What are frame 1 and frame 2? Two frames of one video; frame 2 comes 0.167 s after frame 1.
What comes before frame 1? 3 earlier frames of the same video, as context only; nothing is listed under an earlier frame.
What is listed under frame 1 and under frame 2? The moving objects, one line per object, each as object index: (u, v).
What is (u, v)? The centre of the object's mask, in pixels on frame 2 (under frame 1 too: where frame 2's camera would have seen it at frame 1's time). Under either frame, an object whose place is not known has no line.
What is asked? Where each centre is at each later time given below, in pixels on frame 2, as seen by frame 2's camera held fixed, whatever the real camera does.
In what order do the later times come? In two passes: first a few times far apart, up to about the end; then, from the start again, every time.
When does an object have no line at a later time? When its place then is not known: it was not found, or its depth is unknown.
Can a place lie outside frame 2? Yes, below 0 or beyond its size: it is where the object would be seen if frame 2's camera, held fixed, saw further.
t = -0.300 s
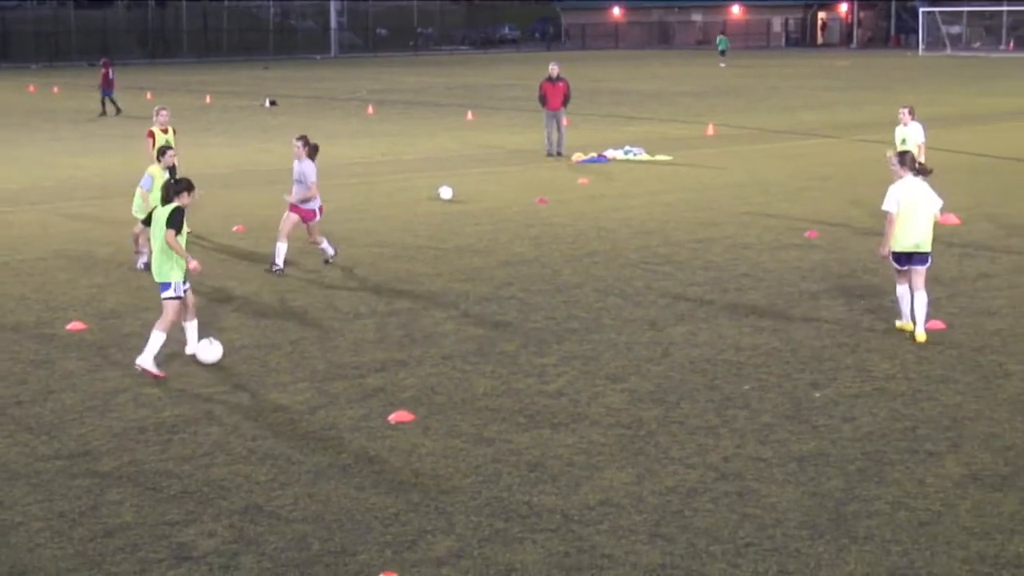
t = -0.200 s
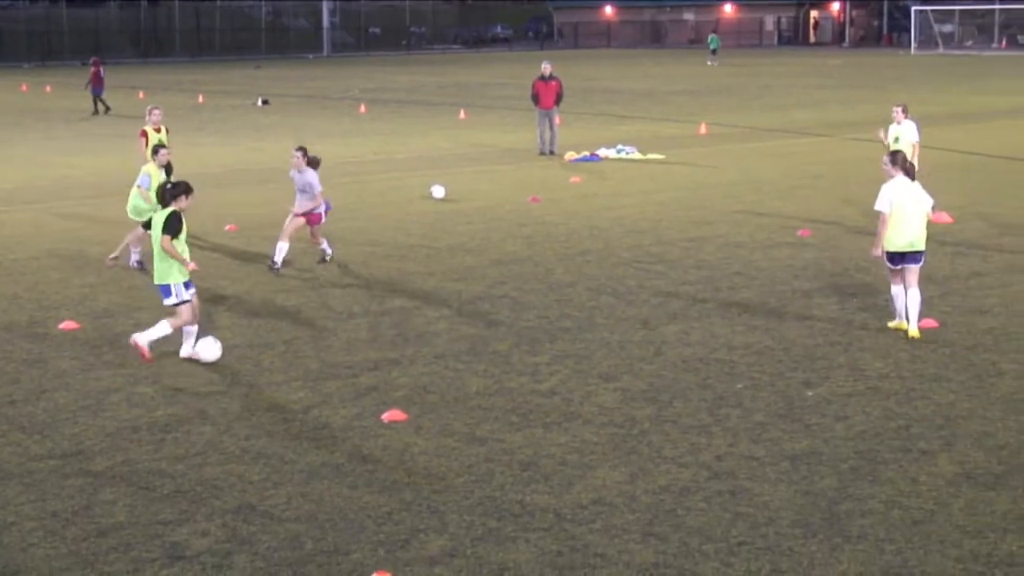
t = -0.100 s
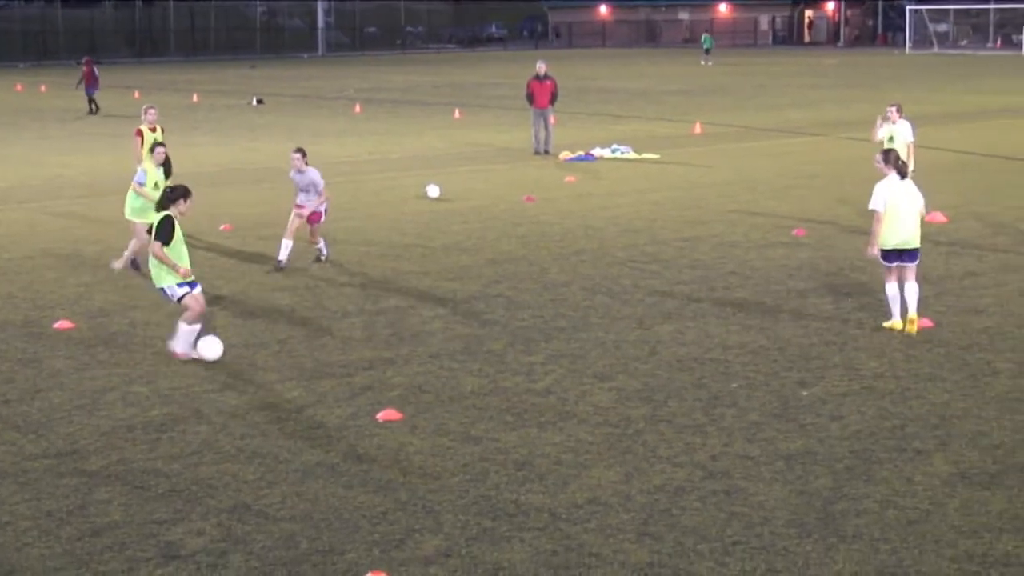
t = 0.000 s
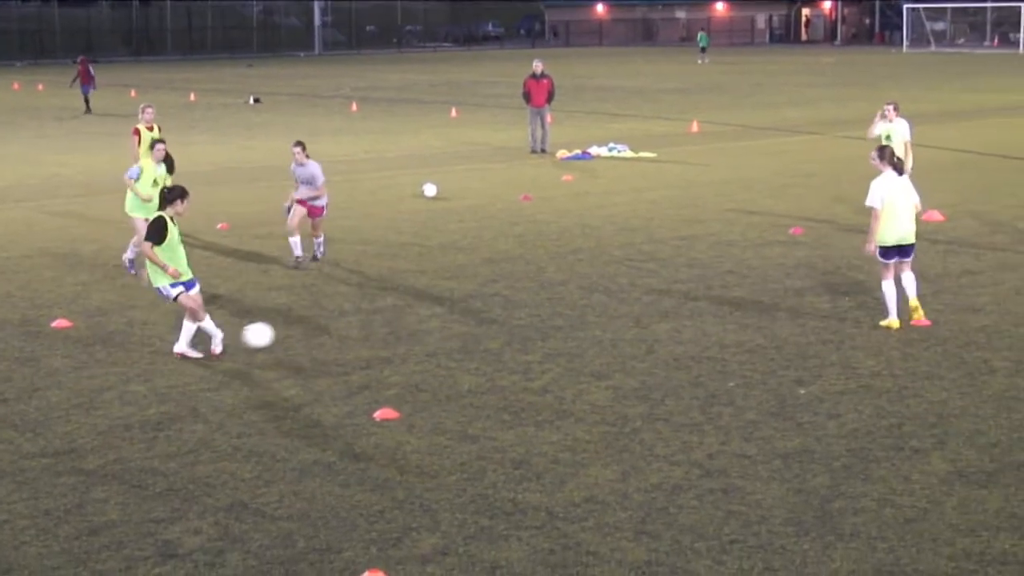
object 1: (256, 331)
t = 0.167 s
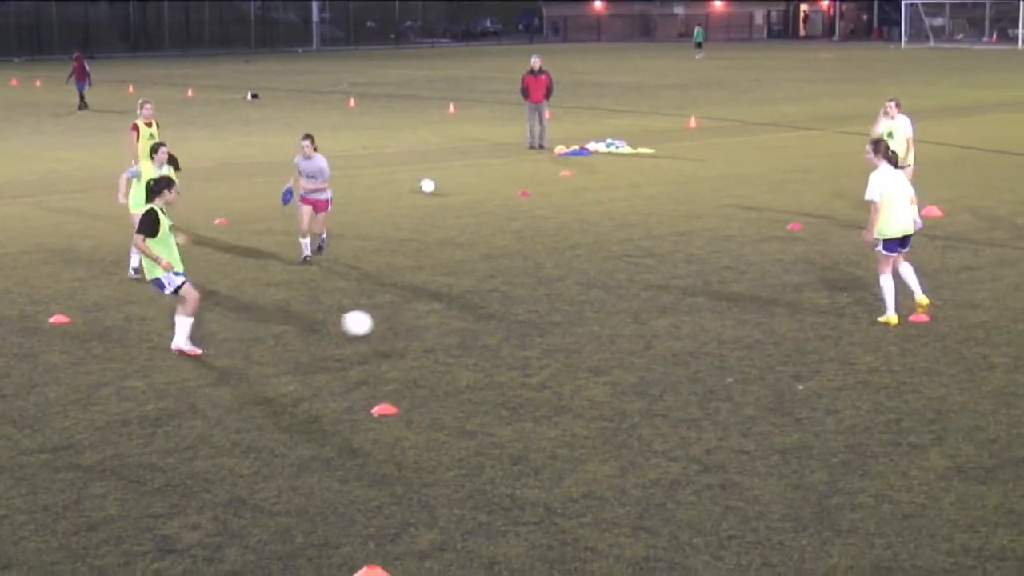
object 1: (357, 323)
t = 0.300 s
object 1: (425, 319)
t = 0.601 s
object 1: (547, 312)
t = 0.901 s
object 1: (662, 306)
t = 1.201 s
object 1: (768, 299)
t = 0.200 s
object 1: (377, 325)
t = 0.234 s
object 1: (396, 328)
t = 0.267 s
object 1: (411, 324)
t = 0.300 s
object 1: (425, 319)
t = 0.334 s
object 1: (438, 316)
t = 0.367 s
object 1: (452, 313)
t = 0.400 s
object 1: (466, 313)
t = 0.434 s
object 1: (480, 314)
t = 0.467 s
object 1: (493, 315)
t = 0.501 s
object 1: (506, 318)
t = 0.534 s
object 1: (520, 318)
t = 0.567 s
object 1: (534, 314)
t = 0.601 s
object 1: (547, 312)
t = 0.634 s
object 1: (560, 312)
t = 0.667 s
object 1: (574, 312)
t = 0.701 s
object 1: (586, 313)
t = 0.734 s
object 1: (599, 312)
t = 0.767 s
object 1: (612, 310)
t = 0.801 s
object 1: (625, 310)
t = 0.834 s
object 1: (638, 310)
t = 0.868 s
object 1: (650, 308)
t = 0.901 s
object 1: (662, 306)
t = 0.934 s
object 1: (675, 307)
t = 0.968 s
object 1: (687, 306)
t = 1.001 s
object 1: (699, 304)
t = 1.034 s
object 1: (711, 303)
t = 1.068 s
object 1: (722, 303)
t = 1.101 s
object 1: (734, 301)
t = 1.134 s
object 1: (746, 300)
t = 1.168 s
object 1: (757, 300)
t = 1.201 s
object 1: (768, 299)
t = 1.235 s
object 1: (779, 298)
